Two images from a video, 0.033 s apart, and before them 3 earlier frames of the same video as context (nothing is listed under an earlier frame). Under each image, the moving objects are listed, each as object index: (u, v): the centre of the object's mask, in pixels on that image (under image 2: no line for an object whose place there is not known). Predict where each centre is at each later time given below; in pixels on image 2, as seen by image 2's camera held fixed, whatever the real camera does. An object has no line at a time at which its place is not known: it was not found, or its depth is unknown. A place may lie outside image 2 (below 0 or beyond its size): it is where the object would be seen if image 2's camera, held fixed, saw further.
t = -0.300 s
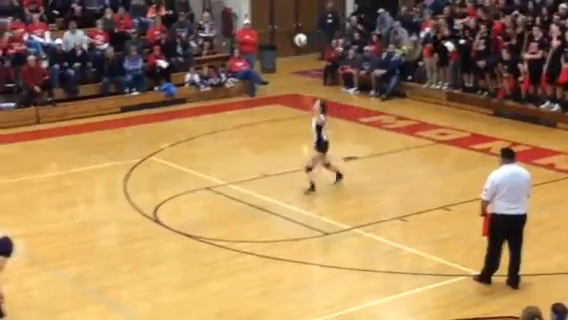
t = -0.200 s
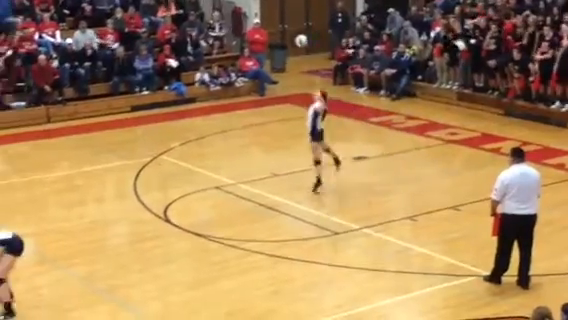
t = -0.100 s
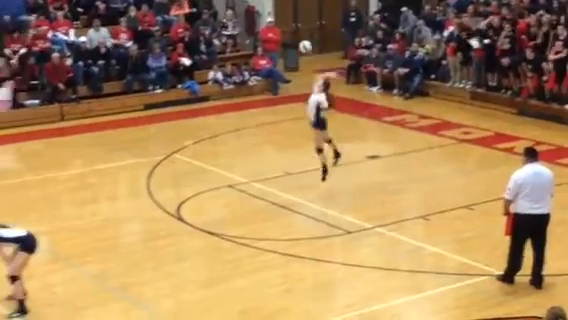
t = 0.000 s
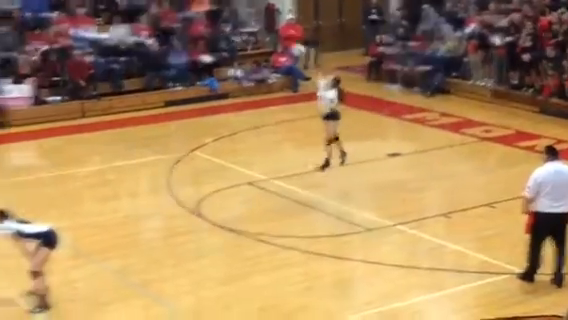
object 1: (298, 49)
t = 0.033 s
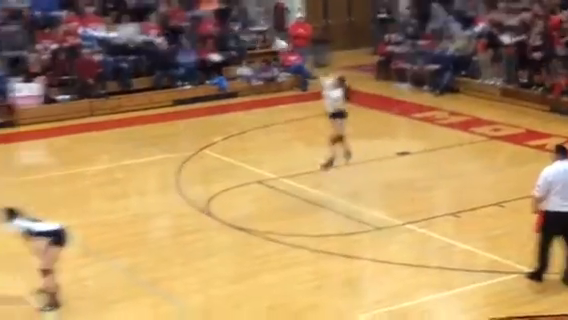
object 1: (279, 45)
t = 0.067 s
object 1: (252, 42)
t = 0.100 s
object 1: (225, 40)
